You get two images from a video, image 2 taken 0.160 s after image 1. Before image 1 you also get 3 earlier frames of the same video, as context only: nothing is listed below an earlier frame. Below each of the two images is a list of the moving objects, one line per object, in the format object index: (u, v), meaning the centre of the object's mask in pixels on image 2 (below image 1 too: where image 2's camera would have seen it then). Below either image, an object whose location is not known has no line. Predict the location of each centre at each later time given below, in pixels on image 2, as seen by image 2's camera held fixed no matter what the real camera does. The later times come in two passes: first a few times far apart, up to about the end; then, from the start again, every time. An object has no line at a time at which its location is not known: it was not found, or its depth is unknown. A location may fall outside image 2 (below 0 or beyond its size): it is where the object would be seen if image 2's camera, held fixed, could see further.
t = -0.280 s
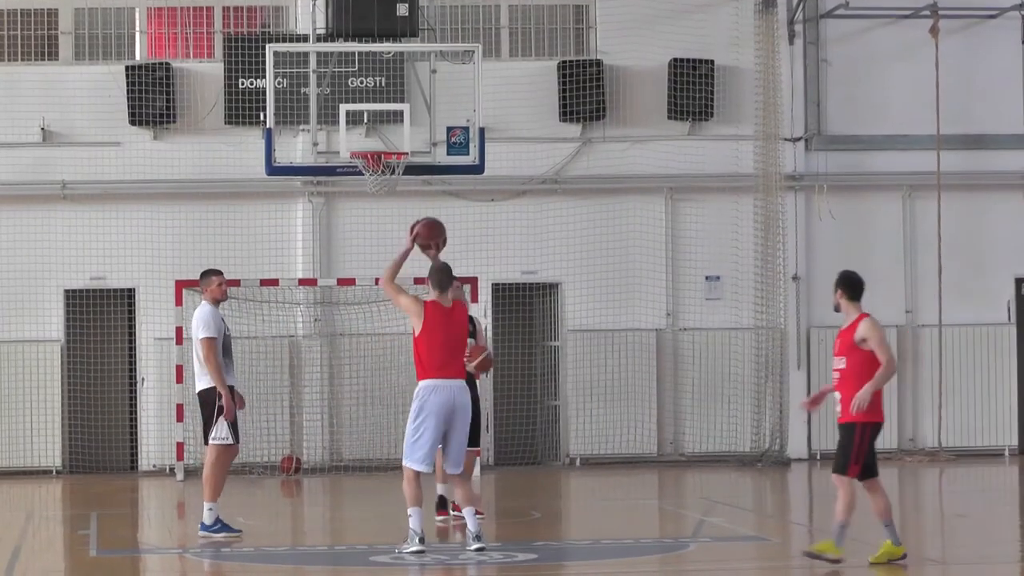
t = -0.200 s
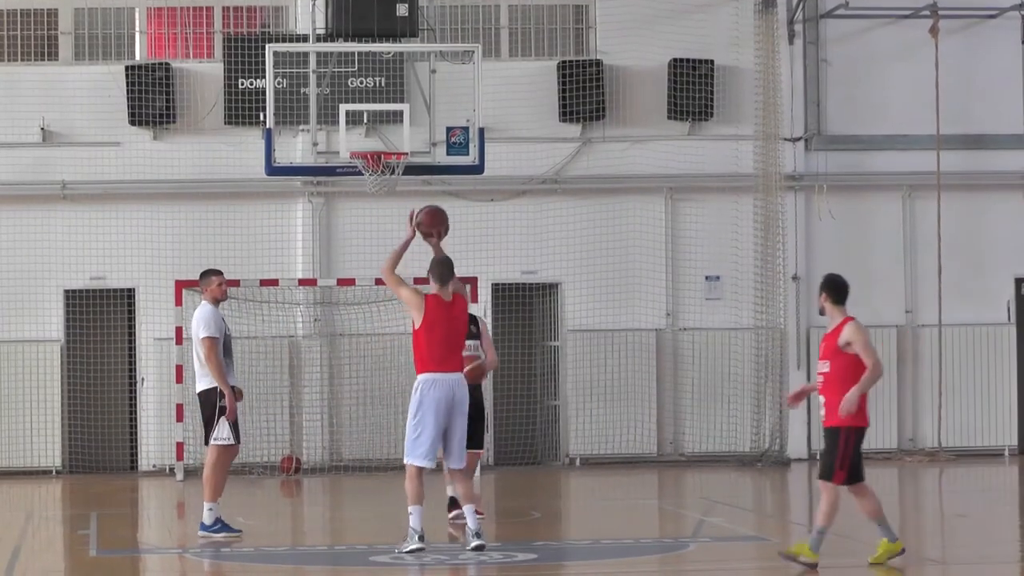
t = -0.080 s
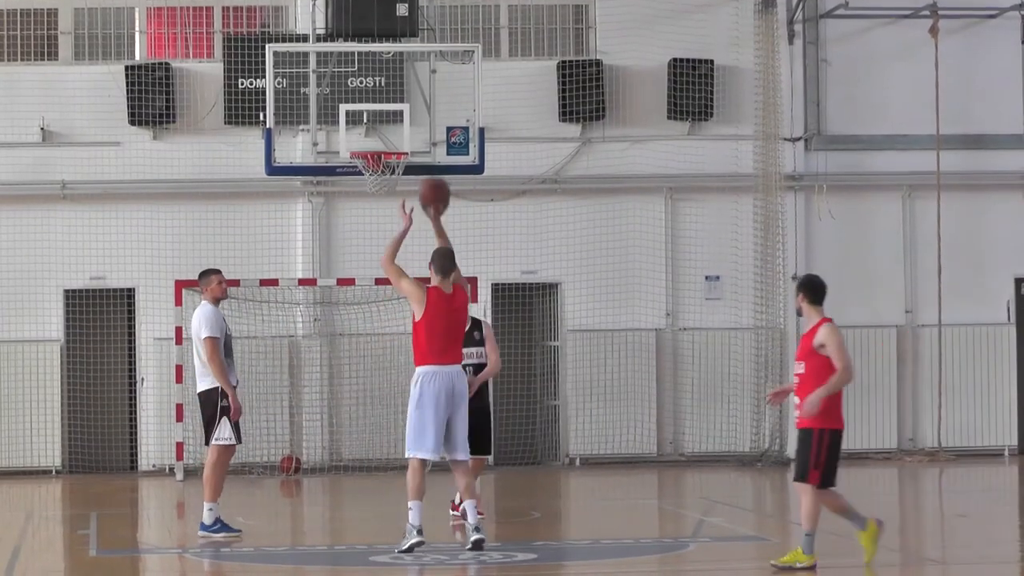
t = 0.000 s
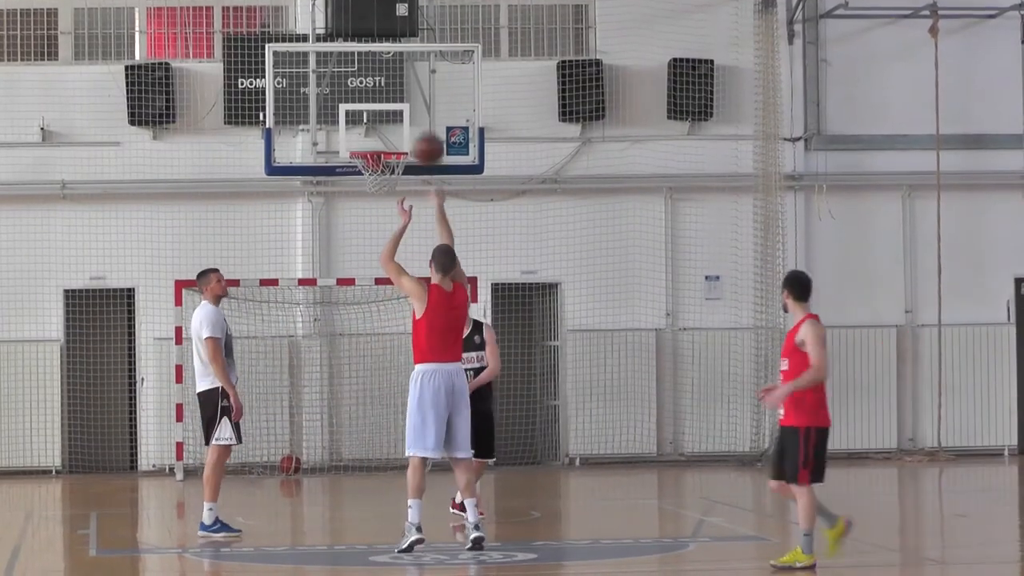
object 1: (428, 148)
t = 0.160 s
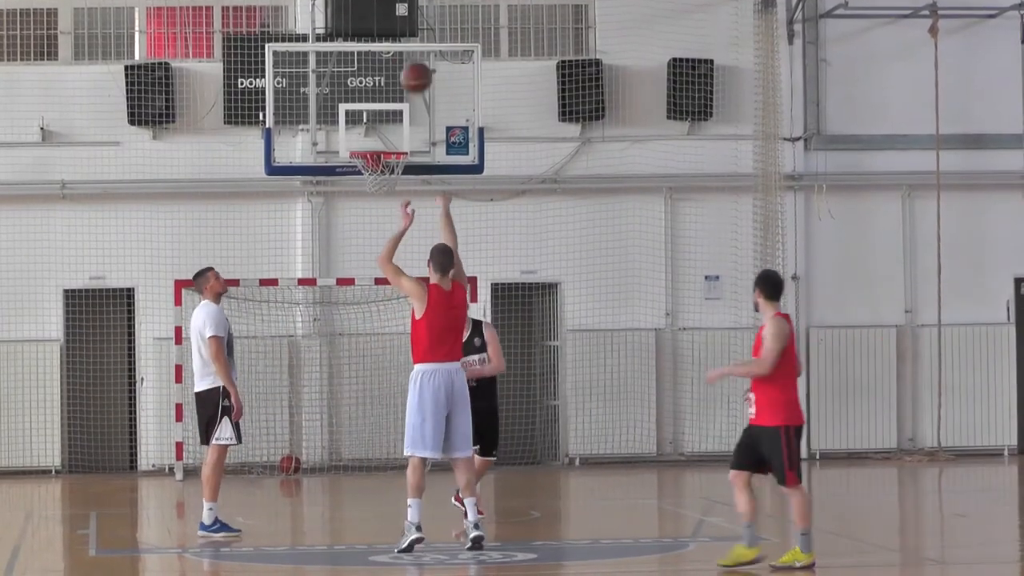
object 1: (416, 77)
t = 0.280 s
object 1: (408, 47)
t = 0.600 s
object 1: (389, 57)
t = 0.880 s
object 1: (385, 162)
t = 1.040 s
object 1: (379, 215)
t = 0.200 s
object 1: (413, 65)
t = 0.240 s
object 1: (411, 54)
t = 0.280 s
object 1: (408, 47)
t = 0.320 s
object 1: (405, 42)
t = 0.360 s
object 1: (402, 40)
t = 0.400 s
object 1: (400, 37)
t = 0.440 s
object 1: (398, 38)
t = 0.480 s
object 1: (395, 39)
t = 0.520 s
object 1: (394, 43)
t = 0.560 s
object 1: (392, 49)
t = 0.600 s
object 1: (389, 57)
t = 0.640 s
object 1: (386, 67)
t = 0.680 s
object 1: (385, 78)
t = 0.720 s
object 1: (383, 91)
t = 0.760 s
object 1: (382, 105)
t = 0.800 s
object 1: (380, 123)
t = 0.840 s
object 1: (378, 139)
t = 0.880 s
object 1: (385, 162)
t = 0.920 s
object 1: (377, 164)
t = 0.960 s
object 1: (378, 188)
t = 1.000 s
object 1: (378, 200)
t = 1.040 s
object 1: (379, 215)
